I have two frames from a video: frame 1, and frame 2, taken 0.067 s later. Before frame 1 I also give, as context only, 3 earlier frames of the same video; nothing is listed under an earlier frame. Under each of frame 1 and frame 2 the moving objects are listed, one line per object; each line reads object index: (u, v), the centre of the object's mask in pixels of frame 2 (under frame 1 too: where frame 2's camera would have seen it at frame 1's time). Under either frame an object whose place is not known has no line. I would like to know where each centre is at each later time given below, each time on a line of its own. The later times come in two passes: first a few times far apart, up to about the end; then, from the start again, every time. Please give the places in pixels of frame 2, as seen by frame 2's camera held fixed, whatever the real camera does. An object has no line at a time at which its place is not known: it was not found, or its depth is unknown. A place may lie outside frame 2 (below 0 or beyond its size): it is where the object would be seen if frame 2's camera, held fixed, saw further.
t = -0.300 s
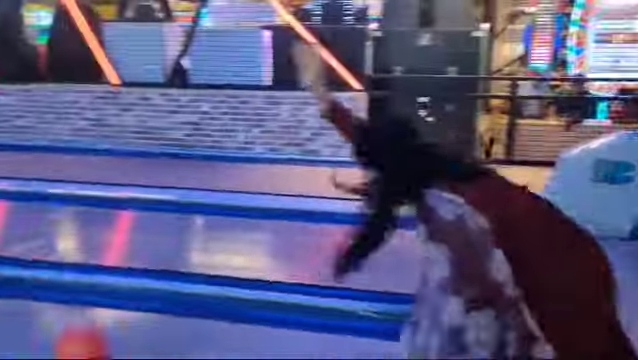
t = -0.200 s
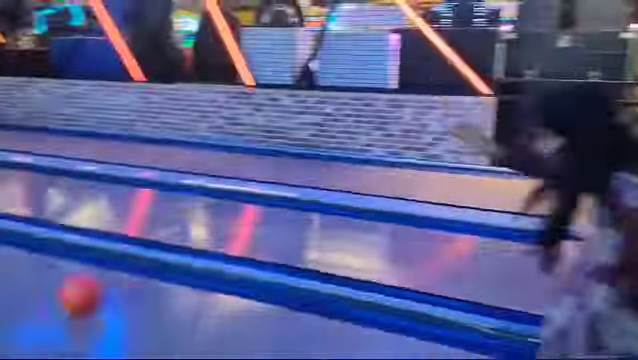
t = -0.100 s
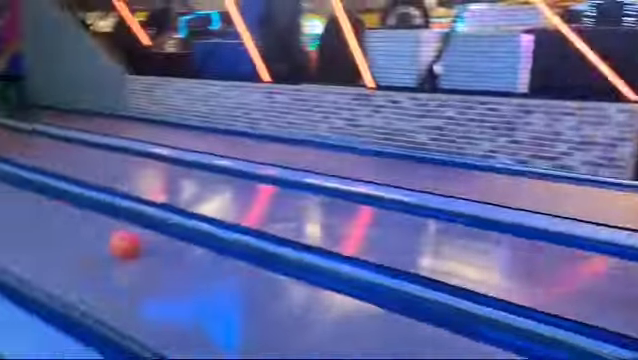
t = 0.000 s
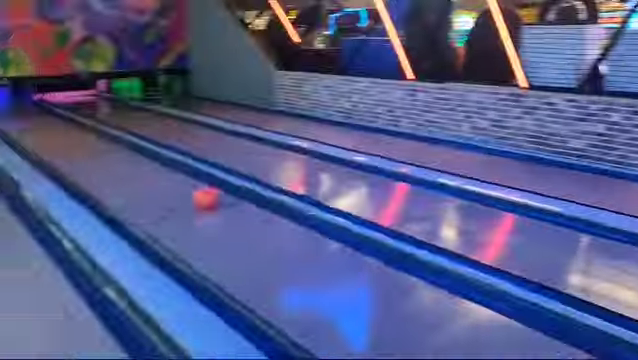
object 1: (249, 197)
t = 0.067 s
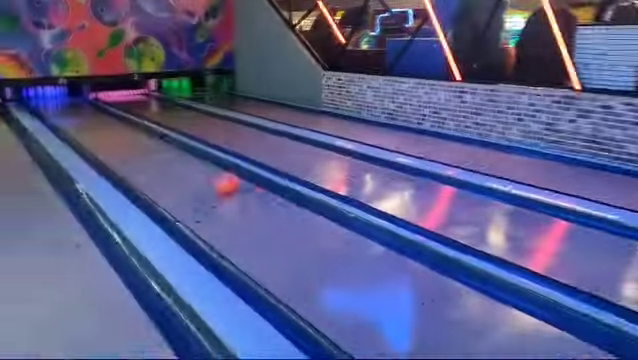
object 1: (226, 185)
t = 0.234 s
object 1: (181, 154)
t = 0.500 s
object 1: (137, 132)
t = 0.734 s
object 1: (112, 116)
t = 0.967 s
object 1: (97, 108)
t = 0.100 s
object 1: (215, 177)
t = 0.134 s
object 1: (209, 174)
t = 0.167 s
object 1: (198, 167)
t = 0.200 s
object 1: (188, 160)
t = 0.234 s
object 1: (181, 154)
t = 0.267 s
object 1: (176, 153)
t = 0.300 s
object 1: (168, 148)
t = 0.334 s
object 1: (160, 144)
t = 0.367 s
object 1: (154, 141)
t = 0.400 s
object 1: (151, 139)
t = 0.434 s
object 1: (145, 136)
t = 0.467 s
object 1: (139, 133)
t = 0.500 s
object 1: (137, 132)
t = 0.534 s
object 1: (132, 129)
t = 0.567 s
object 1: (128, 127)
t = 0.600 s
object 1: (124, 124)
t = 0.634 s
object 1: (123, 124)
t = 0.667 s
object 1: (118, 122)
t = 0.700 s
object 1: (115, 118)
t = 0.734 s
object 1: (112, 116)
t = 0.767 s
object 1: (110, 116)
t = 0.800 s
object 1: (107, 115)
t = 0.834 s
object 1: (104, 114)
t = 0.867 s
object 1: (103, 113)
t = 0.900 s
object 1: (101, 112)
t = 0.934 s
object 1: (98, 110)
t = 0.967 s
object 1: (97, 108)
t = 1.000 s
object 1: (96, 108)
